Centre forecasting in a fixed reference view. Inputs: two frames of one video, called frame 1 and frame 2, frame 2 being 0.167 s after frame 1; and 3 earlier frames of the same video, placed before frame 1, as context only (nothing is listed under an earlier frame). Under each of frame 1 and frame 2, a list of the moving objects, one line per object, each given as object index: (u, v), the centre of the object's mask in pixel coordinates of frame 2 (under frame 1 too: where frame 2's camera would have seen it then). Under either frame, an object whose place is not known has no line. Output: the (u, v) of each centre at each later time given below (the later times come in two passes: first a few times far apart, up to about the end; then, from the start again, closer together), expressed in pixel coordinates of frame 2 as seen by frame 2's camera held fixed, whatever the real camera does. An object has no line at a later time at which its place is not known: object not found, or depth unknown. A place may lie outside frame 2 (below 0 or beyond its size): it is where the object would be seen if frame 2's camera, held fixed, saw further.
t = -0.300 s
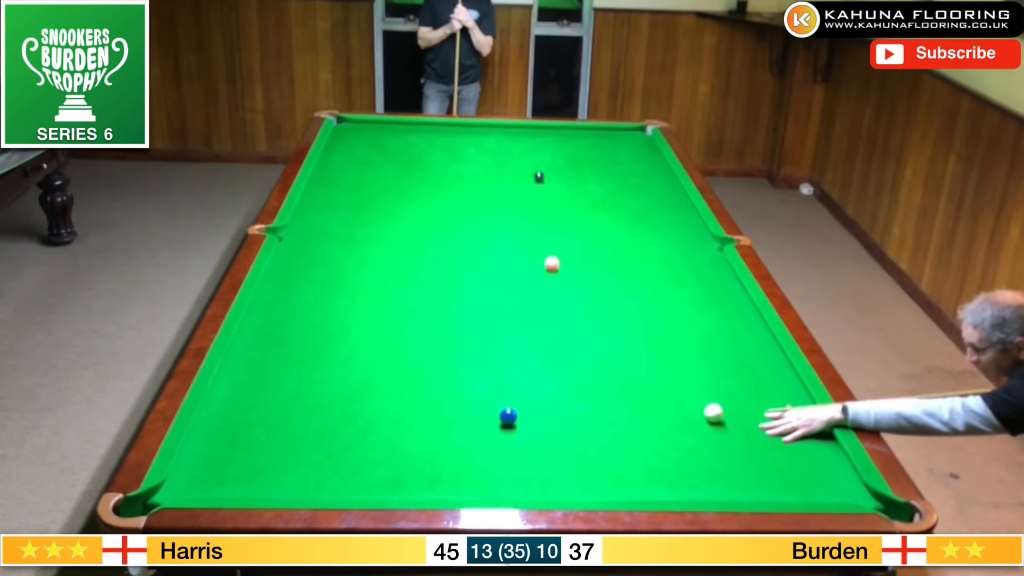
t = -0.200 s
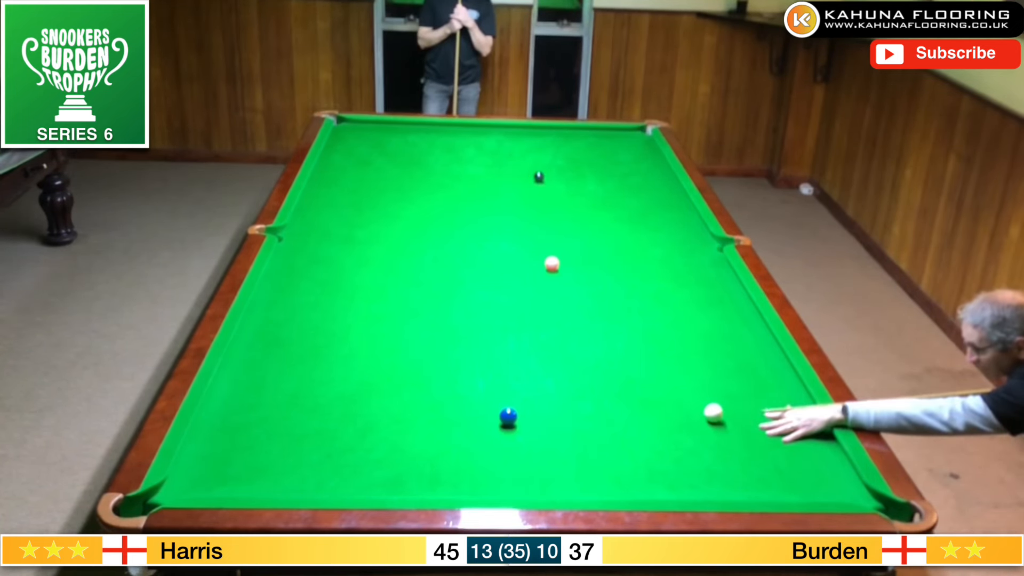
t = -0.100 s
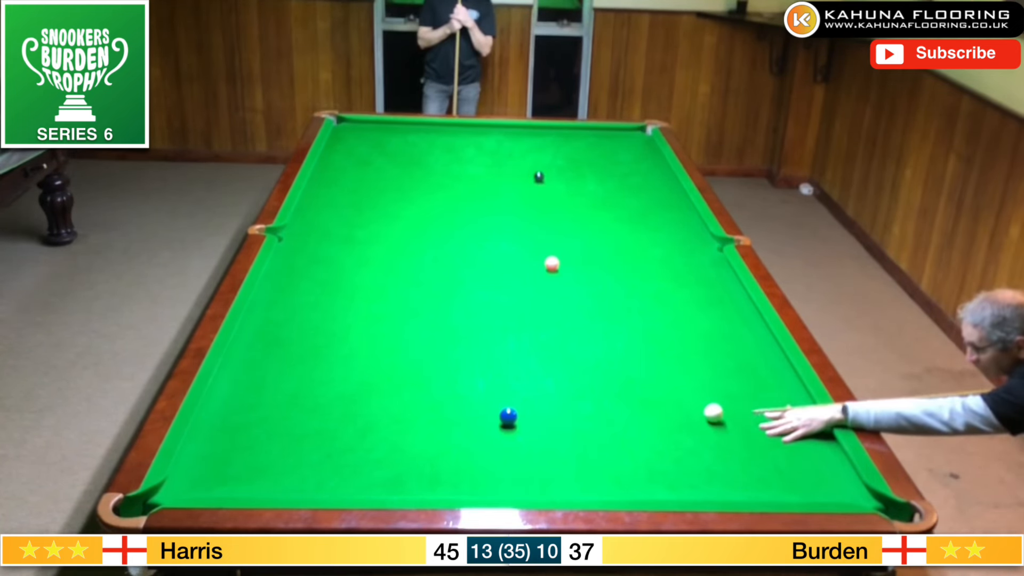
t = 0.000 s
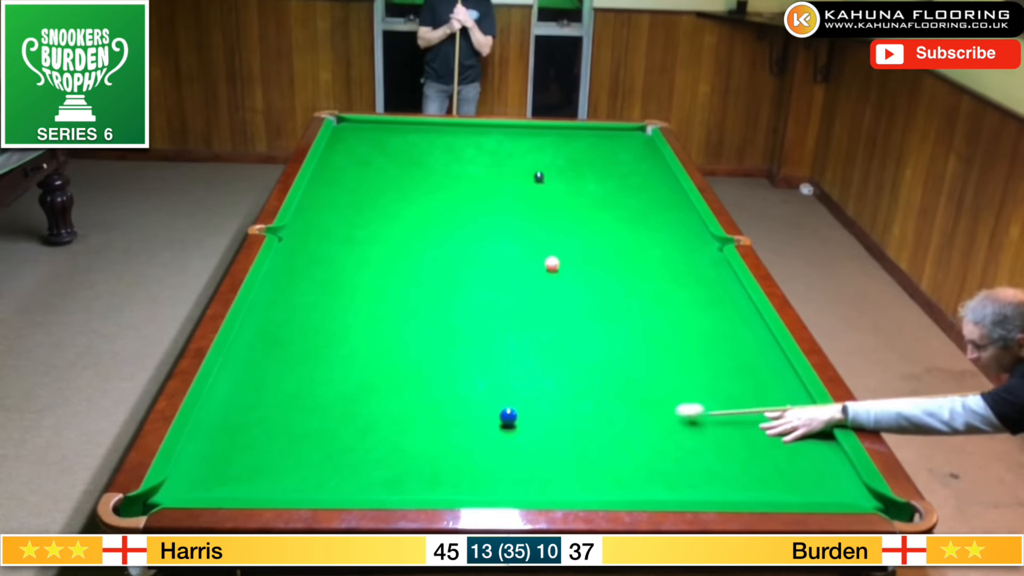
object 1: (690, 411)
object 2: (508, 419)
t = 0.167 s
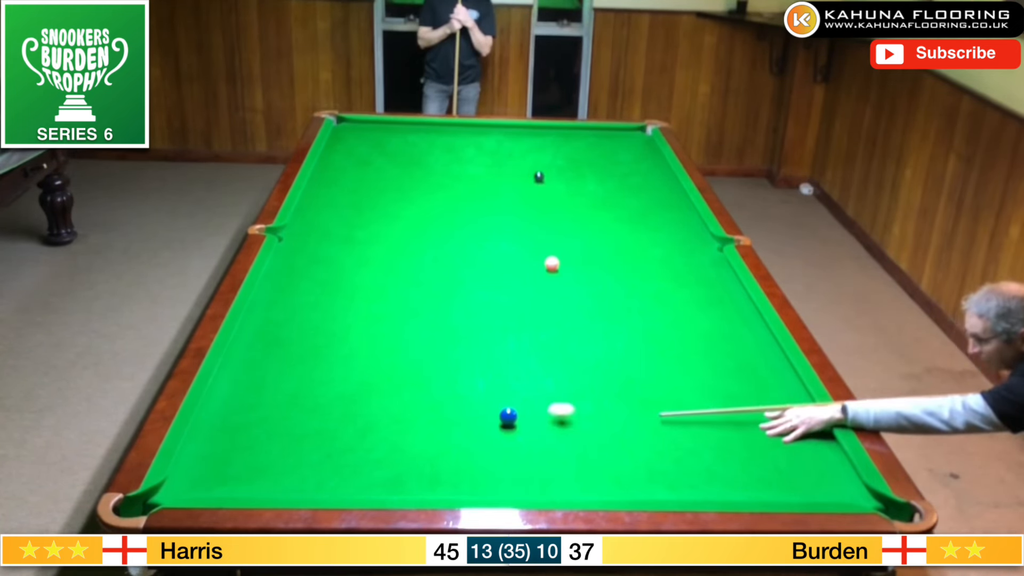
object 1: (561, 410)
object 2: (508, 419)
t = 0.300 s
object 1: (513, 405)
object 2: (469, 427)
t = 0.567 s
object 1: (467, 384)
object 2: (359, 451)
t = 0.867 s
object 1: (422, 363)
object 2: (234, 479)
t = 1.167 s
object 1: (383, 346)
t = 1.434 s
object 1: (351, 332)
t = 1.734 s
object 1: (319, 318)
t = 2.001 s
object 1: (295, 307)
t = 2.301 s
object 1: (270, 296)
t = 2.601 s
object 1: (274, 289)
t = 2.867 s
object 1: (288, 284)
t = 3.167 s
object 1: (300, 280)
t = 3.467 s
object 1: (307, 276)
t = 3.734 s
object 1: (317, 274)
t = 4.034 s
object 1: (322, 272)
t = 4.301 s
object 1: (325, 271)
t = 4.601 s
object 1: (326, 271)
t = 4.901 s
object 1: (326, 271)
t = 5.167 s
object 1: (326, 271)
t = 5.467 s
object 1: (326, 271)
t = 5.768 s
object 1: (326, 271)
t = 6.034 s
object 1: (326, 271)
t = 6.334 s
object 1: (326, 271)
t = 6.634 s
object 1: (326, 271)
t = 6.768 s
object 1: (326, 271)
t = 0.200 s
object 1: (539, 410)
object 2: (508, 419)
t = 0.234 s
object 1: (523, 412)
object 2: (502, 420)
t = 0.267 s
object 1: (518, 407)
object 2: (485, 424)
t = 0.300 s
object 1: (513, 405)
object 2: (469, 427)
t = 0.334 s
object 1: (507, 402)
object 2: (453, 430)
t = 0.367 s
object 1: (501, 400)
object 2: (439, 434)
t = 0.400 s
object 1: (495, 396)
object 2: (425, 437)
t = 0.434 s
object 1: (490, 394)
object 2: (412, 440)
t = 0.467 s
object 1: (484, 391)
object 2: (399, 442)
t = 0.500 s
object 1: (478, 389)
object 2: (386, 446)
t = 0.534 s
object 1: (473, 386)
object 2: (372, 448)
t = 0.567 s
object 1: (467, 384)
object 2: (359, 451)
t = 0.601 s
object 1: (462, 381)
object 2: (346, 454)
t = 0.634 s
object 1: (457, 379)
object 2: (332, 457)
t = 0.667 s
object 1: (452, 377)
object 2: (318, 461)
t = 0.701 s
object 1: (447, 374)
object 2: (305, 463)
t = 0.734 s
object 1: (441, 372)
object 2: (291, 467)
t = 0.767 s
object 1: (437, 370)
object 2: (277, 470)
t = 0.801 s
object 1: (432, 367)
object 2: (263, 473)
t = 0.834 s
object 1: (427, 366)
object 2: (249, 476)
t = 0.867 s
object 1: (422, 363)
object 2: (234, 479)
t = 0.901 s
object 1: (417, 361)
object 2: (220, 482)
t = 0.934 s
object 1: (413, 359)
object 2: (206, 484)
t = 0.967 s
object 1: (409, 357)
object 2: (192, 486)
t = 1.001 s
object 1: (404, 355)
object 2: (178, 488)
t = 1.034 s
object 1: (400, 353)
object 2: (161, 494)
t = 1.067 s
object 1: (395, 351)
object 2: (156, 498)
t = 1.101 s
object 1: (391, 349)
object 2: (151, 505)
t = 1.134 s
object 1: (387, 347)
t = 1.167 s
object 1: (383, 346)
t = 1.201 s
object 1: (378, 344)
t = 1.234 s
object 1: (374, 342)
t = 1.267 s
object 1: (370, 340)
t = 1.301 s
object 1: (366, 338)
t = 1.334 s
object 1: (362, 337)
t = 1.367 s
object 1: (359, 335)
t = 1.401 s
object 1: (355, 333)
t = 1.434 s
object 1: (351, 332)
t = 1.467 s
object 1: (347, 330)
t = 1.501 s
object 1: (344, 328)
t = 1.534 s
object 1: (340, 327)
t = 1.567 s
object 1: (336, 325)
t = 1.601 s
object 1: (333, 324)
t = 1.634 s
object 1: (330, 322)
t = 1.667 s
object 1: (326, 320)
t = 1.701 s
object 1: (323, 319)
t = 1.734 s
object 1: (319, 318)
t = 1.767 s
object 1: (316, 317)
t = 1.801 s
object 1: (313, 315)
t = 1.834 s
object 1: (310, 313)
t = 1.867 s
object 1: (307, 312)
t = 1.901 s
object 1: (304, 311)
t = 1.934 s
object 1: (300, 310)
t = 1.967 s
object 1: (298, 308)
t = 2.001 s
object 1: (295, 307)
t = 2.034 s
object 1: (292, 306)
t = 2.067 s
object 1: (289, 305)
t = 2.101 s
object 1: (286, 303)
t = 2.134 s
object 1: (283, 302)
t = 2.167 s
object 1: (280, 301)
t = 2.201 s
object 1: (278, 300)
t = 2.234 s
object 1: (275, 299)
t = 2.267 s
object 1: (272, 298)
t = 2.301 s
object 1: (270, 296)
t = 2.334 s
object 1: (267, 295)
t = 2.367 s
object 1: (265, 294)
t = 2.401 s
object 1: (263, 293)
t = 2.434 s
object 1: (265, 292)
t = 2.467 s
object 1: (267, 292)
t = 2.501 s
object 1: (269, 291)
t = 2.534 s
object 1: (271, 290)
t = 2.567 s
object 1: (273, 290)
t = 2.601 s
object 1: (274, 289)
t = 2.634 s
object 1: (276, 288)
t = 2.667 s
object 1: (278, 288)
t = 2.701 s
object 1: (280, 287)
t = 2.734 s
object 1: (281, 286)
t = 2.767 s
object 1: (283, 286)
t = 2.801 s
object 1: (285, 285)
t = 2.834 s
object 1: (287, 285)
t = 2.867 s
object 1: (288, 284)
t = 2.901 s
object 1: (289, 283)
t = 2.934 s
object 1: (291, 283)
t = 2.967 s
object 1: (292, 282)
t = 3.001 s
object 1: (294, 282)
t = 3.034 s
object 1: (295, 281)
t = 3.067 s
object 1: (297, 281)
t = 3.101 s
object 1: (298, 280)
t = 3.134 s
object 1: (299, 280)
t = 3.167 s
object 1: (300, 280)
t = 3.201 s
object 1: (301, 279)
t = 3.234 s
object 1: (303, 279)
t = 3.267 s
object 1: (304, 278)
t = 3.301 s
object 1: (306, 278)
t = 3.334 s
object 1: (307, 277)
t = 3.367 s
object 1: (307, 277)
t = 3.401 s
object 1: (309, 277)
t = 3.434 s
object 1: (310, 276)
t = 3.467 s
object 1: (307, 276)
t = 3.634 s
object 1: (315, 275)
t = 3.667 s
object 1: (316, 274)
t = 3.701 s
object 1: (317, 274)
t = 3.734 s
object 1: (317, 274)
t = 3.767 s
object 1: (318, 274)
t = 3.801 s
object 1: (319, 274)
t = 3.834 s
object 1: (319, 273)
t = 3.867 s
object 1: (320, 273)
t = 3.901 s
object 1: (321, 273)
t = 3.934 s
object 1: (321, 273)
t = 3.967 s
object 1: (322, 273)
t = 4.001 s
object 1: (322, 272)
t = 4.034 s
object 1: (322, 272)
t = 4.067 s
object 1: (323, 272)
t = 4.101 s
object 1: (323, 272)
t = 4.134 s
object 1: (324, 272)
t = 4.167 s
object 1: (324, 272)
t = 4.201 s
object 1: (324, 272)
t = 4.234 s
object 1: (325, 271)
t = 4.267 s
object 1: (325, 271)
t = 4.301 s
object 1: (325, 271)
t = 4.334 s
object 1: (325, 271)
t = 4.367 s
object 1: (326, 271)
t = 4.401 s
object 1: (326, 271)
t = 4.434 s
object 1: (326, 271)
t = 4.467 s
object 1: (326, 271)
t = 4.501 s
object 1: (326, 271)
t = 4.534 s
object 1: (326, 271)
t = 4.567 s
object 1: (326, 271)
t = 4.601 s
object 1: (326, 271)
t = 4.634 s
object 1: (326, 271)
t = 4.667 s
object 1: (326, 271)
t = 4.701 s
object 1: (326, 271)
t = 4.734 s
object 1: (326, 271)
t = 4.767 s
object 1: (326, 271)
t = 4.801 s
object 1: (326, 271)
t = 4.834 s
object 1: (326, 271)
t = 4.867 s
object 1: (326, 271)
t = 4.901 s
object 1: (326, 271)
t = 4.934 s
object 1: (326, 271)
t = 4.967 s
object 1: (326, 271)
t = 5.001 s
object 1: (326, 271)
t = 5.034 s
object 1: (326, 271)
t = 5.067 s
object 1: (326, 271)
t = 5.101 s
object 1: (326, 271)
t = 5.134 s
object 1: (326, 271)
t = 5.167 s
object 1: (326, 271)
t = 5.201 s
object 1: (326, 271)
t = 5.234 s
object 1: (326, 271)
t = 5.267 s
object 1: (326, 271)
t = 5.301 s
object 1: (326, 271)
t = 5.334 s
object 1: (326, 271)
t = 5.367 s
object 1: (326, 271)
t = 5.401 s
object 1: (326, 271)
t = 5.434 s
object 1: (326, 271)
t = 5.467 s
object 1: (326, 271)
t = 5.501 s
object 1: (326, 271)
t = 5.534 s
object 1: (326, 271)
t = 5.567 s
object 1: (326, 271)
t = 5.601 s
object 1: (326, 271)
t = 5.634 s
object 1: (326, 271)
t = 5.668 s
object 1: (326, 271)
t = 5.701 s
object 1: (326, 271)
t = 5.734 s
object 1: (326, 271)
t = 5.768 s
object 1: (326, 271)
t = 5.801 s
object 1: (326, 271)
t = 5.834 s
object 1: (326, 271)
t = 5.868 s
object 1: (326, 271)
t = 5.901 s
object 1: (326, 271)
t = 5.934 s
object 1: (326, 271)
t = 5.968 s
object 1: (326, 271)
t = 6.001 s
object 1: (326, 271)
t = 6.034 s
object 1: (326, 271)
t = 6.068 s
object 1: (326, 271)
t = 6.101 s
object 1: (326, 271)
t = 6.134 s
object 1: (326, 271)
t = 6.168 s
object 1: (326, 271)
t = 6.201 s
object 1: (326, 271)
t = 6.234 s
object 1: (326, 271)
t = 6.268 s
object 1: (326, 271)
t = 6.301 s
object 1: (326, 271)
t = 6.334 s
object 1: (326, 271)
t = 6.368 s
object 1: (326, 271)
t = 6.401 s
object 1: (326, 271)
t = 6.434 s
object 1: (326, 271)
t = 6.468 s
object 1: (326, 271)
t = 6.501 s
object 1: (326, 271)
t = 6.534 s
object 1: (326, 271)
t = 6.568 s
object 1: (326, 271)
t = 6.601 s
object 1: (326, 271)
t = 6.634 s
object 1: (326, 271)
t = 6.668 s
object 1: (326, 271)
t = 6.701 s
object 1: (326, 271)
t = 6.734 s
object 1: (326, 271)
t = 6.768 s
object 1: (326, 271)
